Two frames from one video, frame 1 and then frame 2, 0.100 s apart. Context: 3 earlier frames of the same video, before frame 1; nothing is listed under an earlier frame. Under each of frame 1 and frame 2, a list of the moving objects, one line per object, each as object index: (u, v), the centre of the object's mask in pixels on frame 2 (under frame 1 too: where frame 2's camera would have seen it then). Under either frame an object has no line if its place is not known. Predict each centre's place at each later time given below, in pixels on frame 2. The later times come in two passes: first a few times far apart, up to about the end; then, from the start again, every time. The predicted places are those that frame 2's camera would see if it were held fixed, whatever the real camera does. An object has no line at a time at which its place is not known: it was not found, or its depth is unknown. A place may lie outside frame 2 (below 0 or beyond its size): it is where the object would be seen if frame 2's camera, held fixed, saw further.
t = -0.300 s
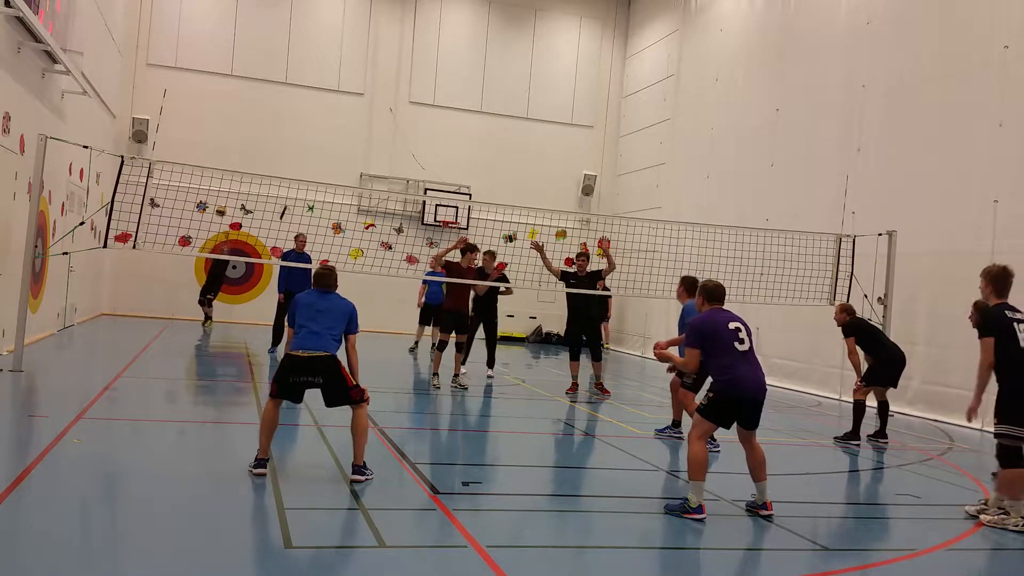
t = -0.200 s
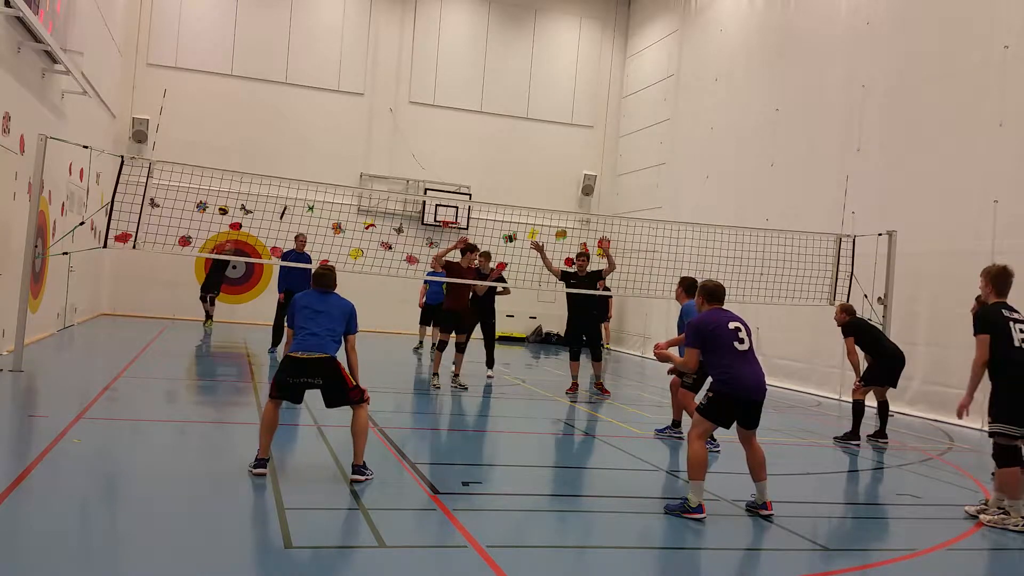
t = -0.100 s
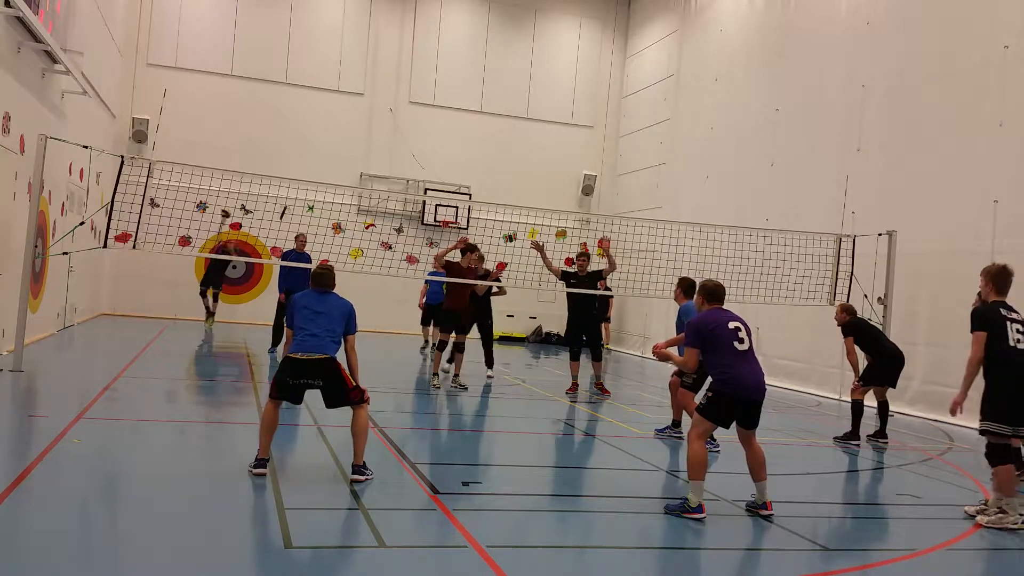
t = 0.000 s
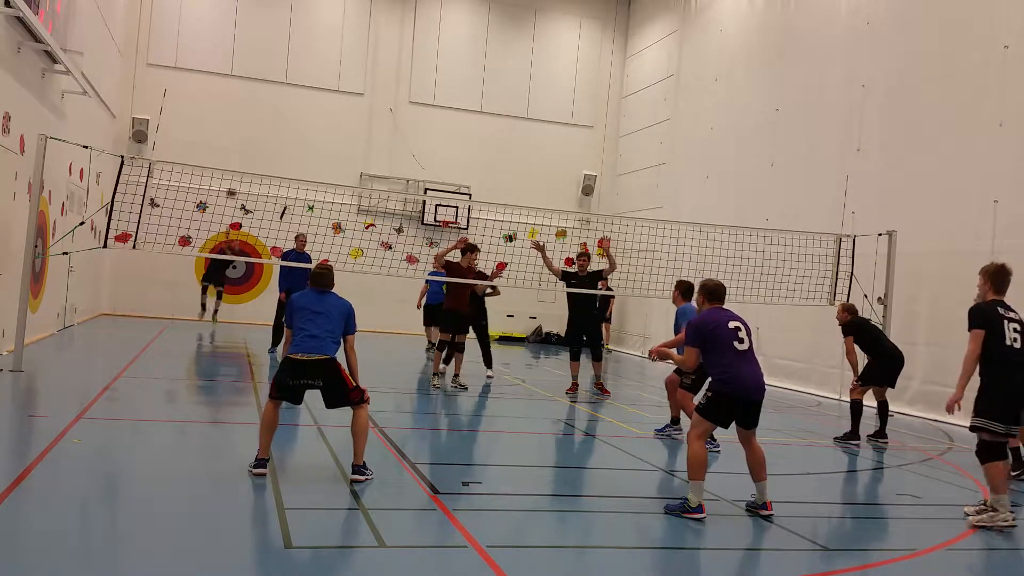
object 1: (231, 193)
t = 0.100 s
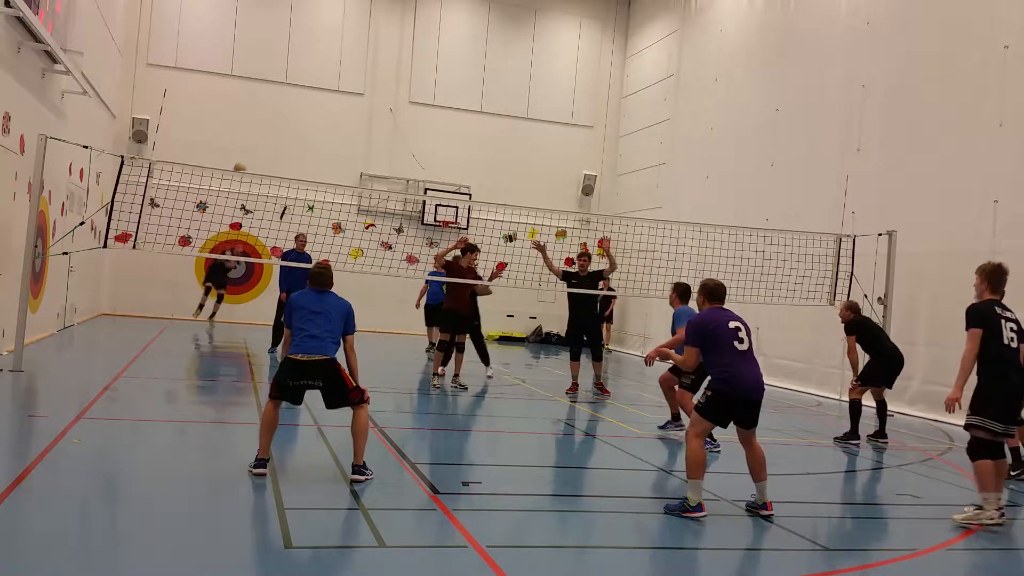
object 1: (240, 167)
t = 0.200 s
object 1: (249, 148)
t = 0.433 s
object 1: (276, 123)
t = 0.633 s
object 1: (304, 125)
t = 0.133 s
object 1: (242, 162)
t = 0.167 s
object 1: (245, 155)
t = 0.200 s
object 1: (249, 148)
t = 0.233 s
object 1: (252, 142)
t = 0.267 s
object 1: (255, 138)
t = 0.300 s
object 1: (259, 134)
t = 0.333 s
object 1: (263, 130)
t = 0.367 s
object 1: (268, 127)
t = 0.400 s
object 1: (272, 125)
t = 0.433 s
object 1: (276, 123)
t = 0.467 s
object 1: (281, 122)
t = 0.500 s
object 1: (285, 120)
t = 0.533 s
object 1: (290, 120)
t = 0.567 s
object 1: (295, 121)
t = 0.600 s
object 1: (299, 122)
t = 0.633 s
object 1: (304, 125)
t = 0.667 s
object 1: (310, 129)
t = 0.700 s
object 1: (316, 134)
